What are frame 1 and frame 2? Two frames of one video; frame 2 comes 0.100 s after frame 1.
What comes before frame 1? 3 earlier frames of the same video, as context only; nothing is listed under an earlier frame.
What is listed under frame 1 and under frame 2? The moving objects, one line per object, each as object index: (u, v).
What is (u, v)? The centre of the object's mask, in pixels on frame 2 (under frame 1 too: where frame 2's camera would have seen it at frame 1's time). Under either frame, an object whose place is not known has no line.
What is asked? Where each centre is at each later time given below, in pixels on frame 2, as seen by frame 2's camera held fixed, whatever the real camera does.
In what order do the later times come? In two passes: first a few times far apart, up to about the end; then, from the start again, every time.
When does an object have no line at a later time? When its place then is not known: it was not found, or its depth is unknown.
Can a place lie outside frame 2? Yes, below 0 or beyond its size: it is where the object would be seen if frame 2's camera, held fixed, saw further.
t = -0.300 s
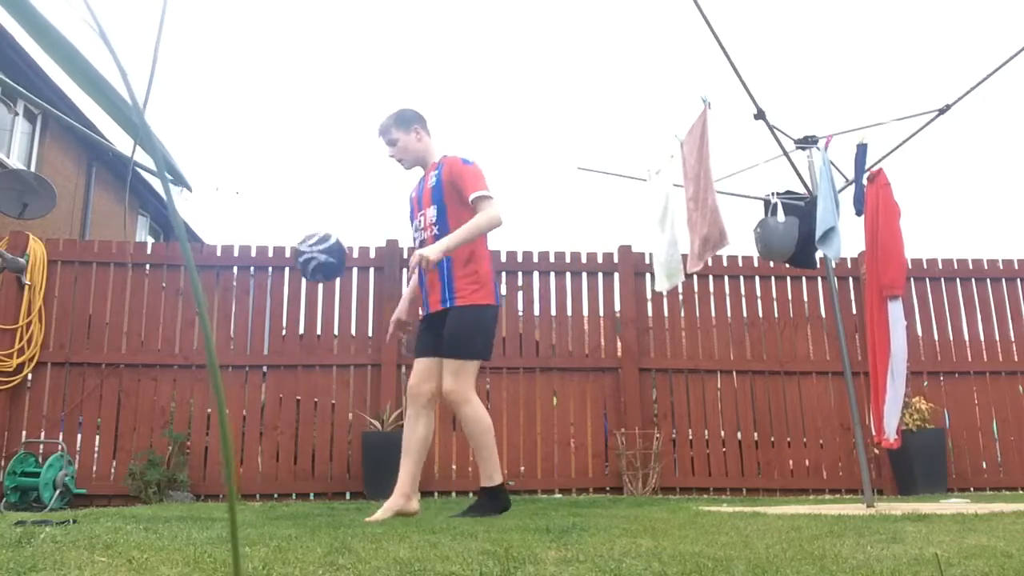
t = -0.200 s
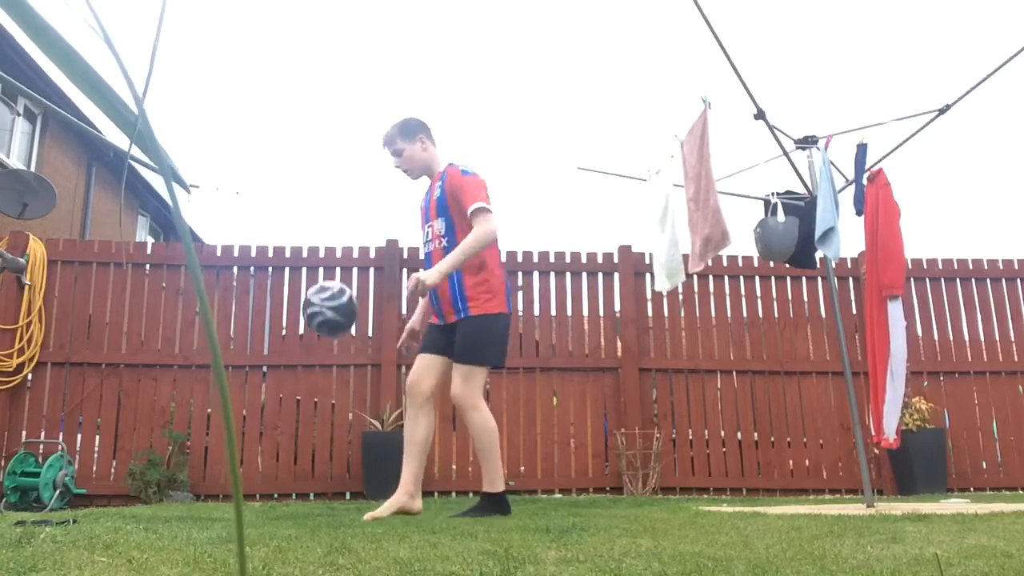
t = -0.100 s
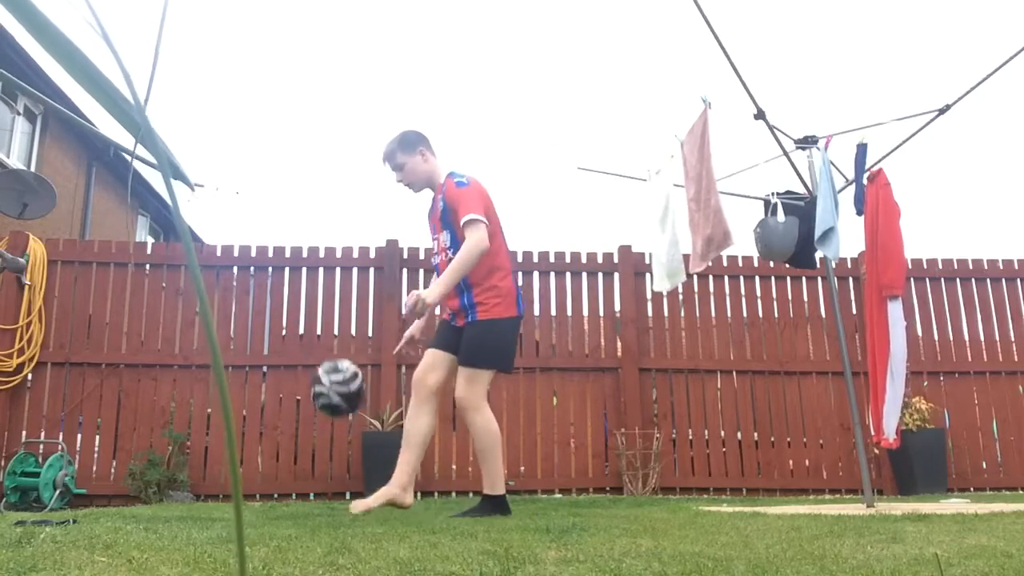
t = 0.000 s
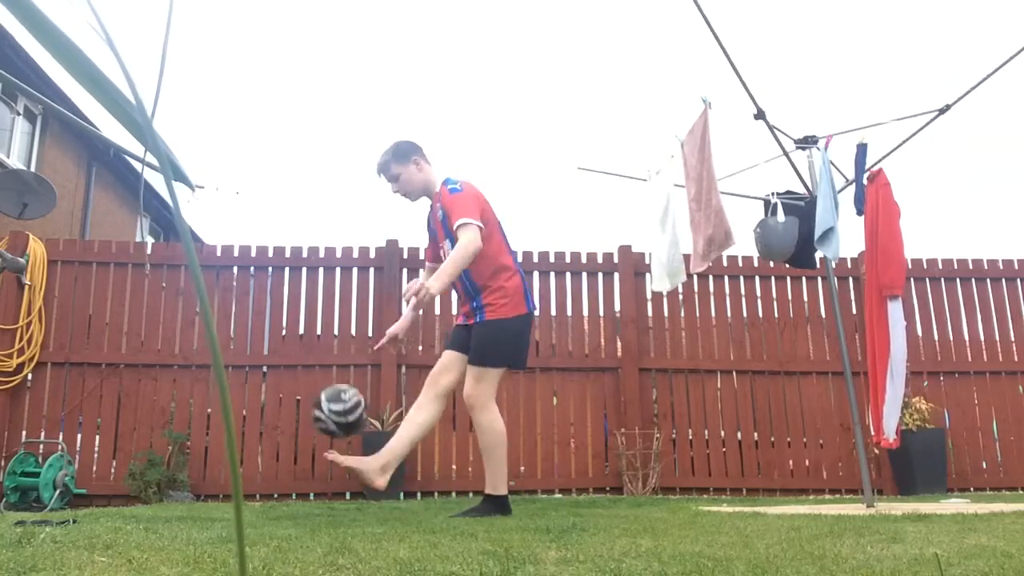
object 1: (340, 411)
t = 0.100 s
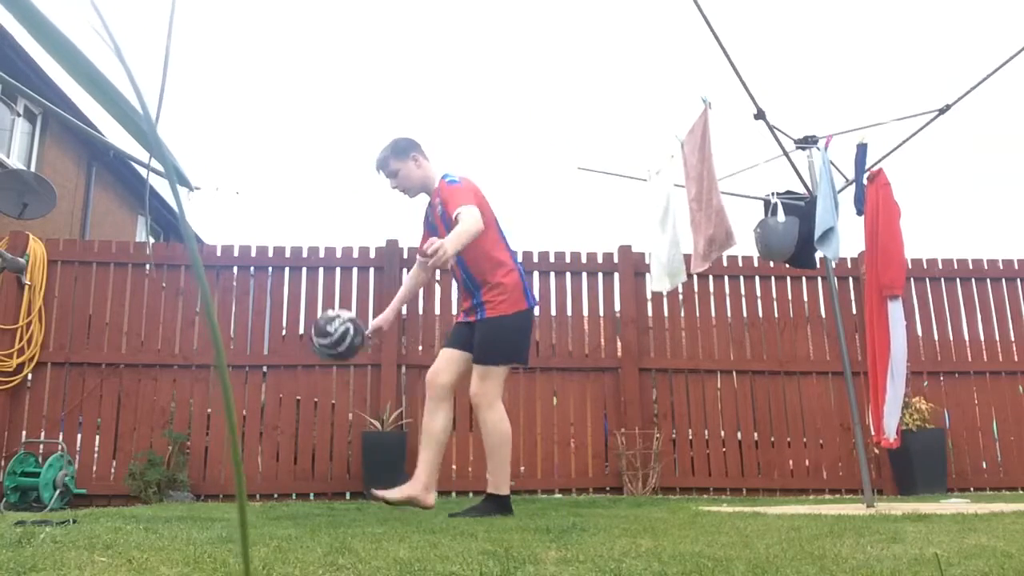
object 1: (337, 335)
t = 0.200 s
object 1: (333, 283)
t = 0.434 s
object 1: (320, 255)
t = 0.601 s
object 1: (306, 312)
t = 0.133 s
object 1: (336, 316)
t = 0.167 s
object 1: (334, 298)
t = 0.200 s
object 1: (333, 283)
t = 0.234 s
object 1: (331, 272)
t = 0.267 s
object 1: (330, 264)
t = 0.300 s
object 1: (327, 256)
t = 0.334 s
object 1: (326, 253)
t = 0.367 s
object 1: (324, 251)
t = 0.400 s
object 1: (322, 252)
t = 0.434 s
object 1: (320, 255)
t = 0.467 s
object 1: (318, 261)
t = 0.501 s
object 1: (315, 269)
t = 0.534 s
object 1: (312, 280)
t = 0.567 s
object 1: (309, 295)
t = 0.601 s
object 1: (306, 312)
